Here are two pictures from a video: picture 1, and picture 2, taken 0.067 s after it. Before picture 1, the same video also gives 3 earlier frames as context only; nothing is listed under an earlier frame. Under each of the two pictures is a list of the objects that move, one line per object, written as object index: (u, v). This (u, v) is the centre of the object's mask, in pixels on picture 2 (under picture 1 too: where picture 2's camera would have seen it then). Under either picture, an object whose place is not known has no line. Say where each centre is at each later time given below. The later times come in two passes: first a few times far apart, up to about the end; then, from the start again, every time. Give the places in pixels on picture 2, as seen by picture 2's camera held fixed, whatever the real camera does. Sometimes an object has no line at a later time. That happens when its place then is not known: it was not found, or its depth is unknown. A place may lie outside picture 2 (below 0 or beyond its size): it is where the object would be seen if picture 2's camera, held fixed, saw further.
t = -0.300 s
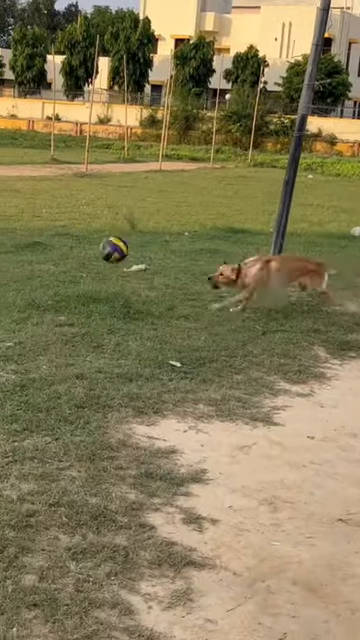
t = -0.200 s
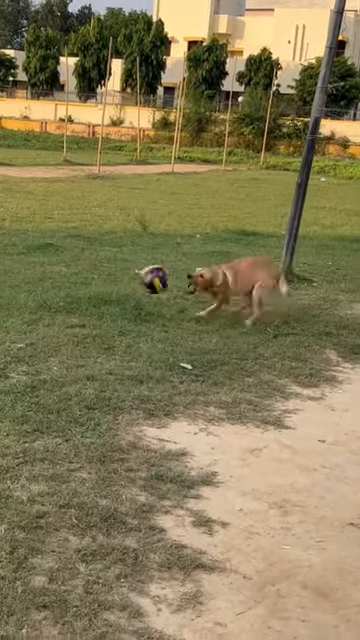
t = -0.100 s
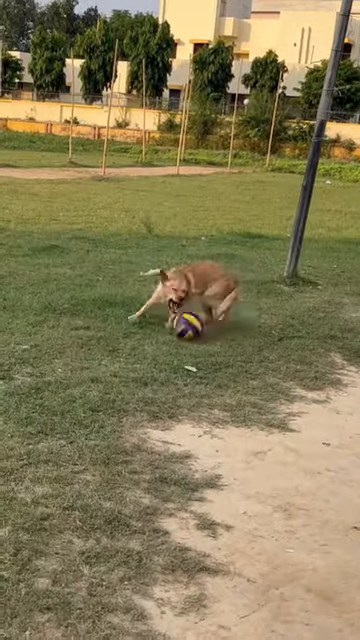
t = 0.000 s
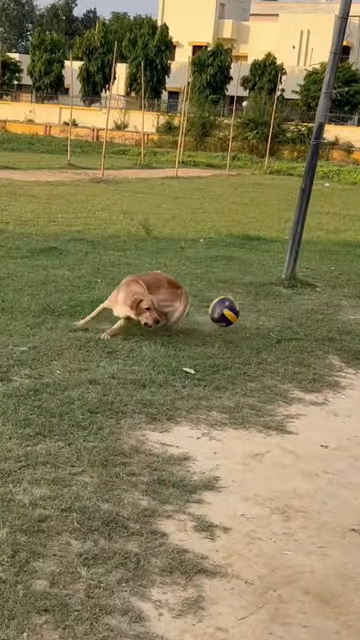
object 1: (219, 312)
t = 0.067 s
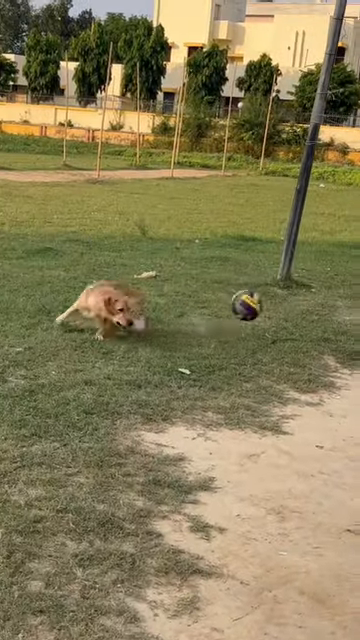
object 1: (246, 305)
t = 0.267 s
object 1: (325, 324)
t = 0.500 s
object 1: (424, 367)
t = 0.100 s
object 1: (260, 305)
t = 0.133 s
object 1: (273, 305)
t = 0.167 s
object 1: (286, 307)
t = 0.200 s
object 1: (298, 311)
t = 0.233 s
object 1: (311, 316)
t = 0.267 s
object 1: (325, 324)
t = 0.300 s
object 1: (338, 332)
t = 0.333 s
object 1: (352, 344)
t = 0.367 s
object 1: (364, 356)
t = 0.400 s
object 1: (376, 371)
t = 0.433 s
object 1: (391, 375)
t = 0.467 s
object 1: (406, 370)
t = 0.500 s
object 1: (424, 367)
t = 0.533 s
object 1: (440, 365)
